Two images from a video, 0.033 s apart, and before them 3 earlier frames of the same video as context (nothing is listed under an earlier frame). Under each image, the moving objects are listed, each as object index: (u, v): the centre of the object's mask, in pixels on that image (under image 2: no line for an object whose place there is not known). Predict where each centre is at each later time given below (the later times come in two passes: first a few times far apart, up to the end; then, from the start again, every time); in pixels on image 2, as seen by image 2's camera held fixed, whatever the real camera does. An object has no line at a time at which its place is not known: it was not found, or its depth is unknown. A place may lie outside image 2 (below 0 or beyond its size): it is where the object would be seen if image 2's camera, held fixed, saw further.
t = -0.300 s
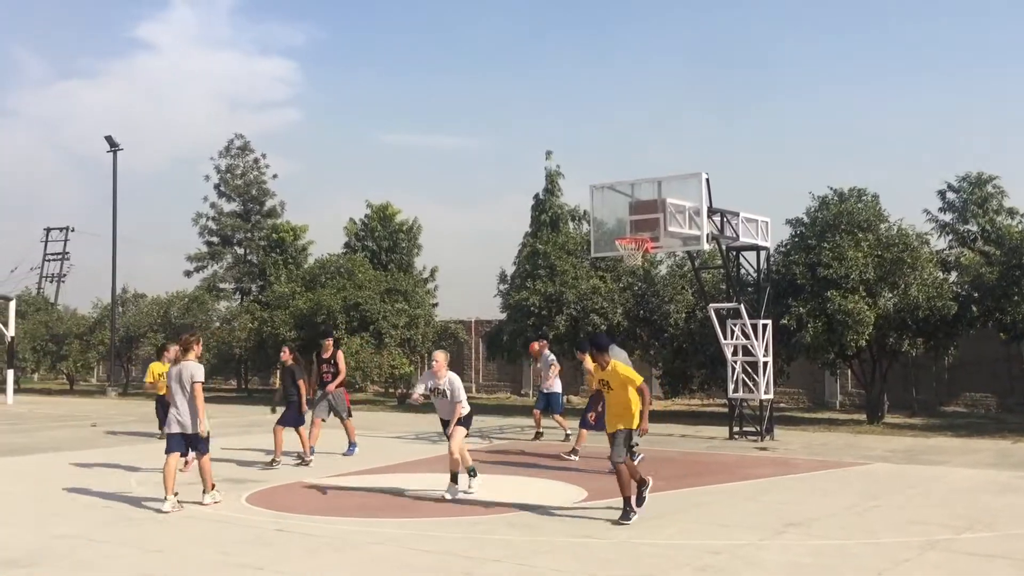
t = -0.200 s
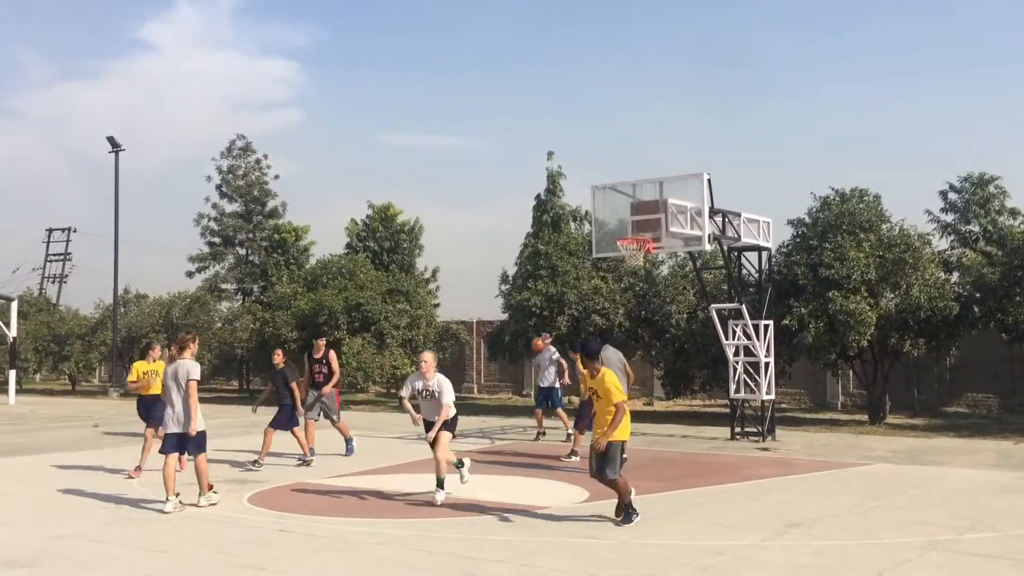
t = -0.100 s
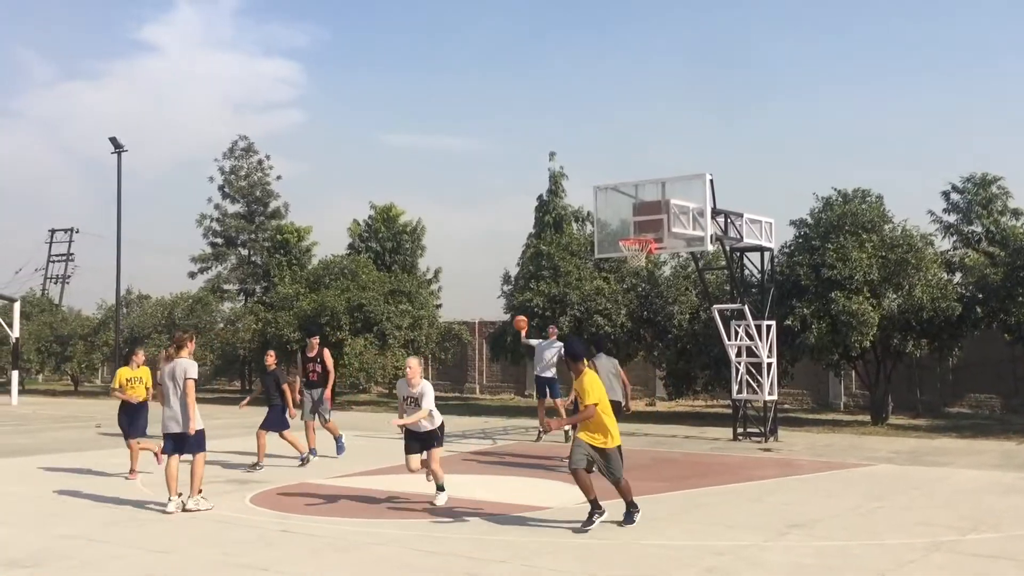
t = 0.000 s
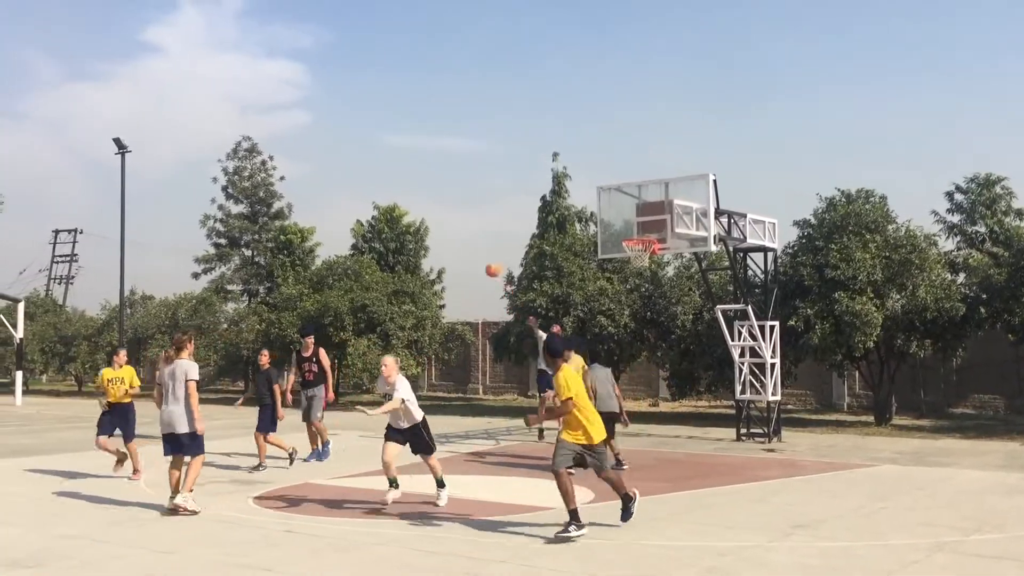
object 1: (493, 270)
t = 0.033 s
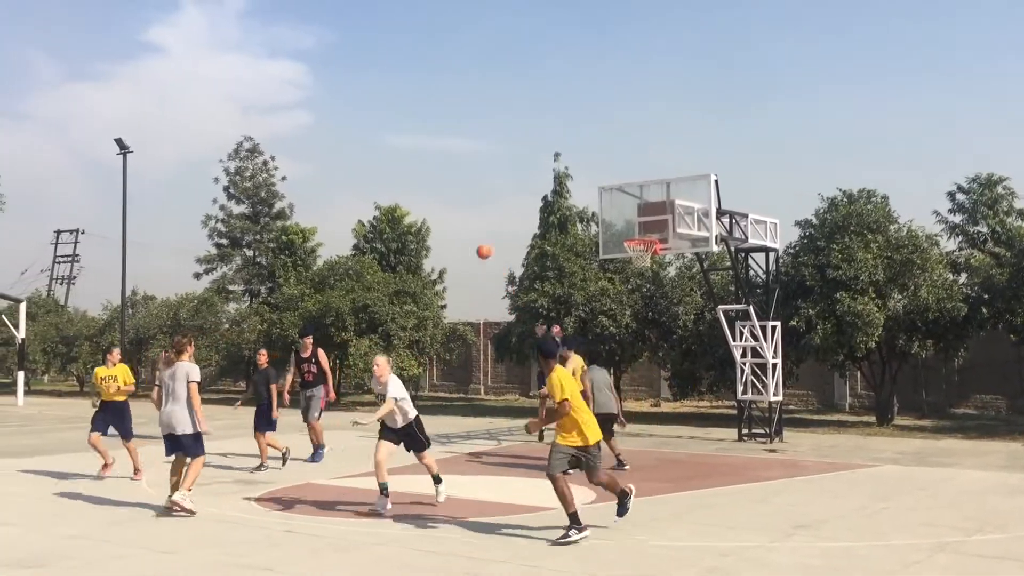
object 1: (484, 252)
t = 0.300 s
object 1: (390, 109)
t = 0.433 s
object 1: (333, 41)
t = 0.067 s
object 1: (473, 234)
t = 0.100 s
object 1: (462, 216)
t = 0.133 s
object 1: (451, 197)
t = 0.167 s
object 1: (440, 180)
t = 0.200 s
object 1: (428, 162)
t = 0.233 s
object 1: (415, 144)
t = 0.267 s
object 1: (403, 127)
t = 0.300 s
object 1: (390, 109)
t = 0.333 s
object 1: (376, 92)
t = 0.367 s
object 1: (363, 75)
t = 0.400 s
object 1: (348, 58)
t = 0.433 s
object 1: (333, 41)
